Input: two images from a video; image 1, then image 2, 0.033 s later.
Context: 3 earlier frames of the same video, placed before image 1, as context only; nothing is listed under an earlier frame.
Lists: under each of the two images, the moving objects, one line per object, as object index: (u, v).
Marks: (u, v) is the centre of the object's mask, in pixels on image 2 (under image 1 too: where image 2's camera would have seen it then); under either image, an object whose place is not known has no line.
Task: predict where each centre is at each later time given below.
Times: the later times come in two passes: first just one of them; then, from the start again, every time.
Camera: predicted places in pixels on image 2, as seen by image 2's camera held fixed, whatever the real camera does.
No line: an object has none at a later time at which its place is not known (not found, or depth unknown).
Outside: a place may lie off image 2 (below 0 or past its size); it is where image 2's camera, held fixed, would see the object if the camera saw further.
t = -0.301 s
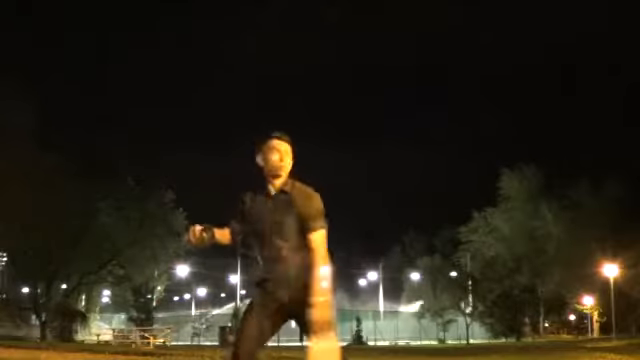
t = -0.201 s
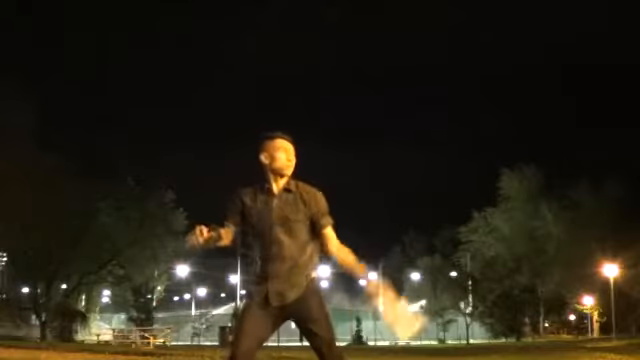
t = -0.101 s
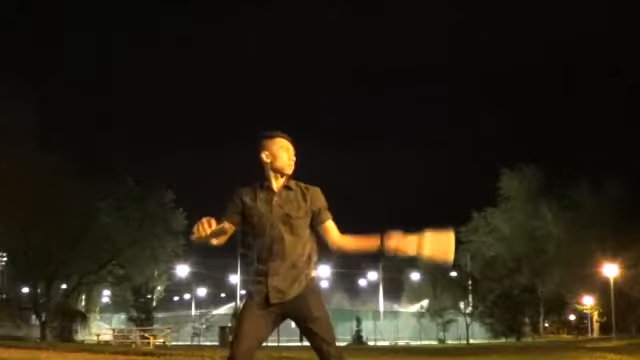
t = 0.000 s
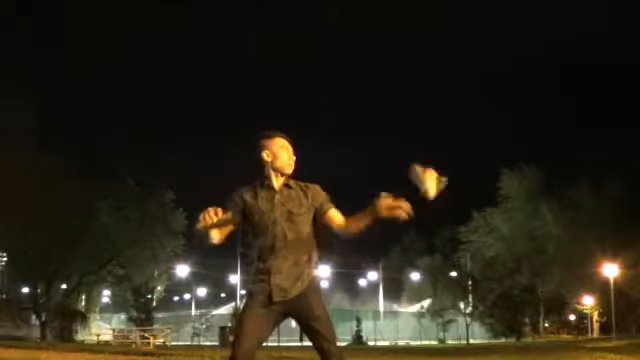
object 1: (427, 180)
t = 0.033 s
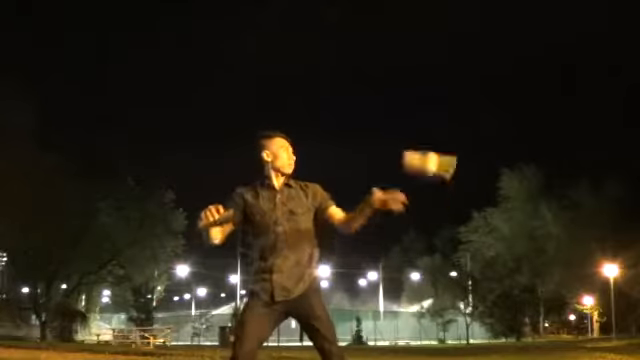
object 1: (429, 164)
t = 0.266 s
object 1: (417, 104)
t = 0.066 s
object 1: (429, 149)
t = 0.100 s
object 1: (424, 138)
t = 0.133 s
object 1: (421, 128)
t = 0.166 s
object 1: (419, 118)
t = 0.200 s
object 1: (418, 110)
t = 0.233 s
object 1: (417, 105)
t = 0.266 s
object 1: (417, 104)
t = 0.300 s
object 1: (416, 102)
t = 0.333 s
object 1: (416, 103)
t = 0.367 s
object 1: (416, 105)
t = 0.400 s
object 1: (413, 110)
